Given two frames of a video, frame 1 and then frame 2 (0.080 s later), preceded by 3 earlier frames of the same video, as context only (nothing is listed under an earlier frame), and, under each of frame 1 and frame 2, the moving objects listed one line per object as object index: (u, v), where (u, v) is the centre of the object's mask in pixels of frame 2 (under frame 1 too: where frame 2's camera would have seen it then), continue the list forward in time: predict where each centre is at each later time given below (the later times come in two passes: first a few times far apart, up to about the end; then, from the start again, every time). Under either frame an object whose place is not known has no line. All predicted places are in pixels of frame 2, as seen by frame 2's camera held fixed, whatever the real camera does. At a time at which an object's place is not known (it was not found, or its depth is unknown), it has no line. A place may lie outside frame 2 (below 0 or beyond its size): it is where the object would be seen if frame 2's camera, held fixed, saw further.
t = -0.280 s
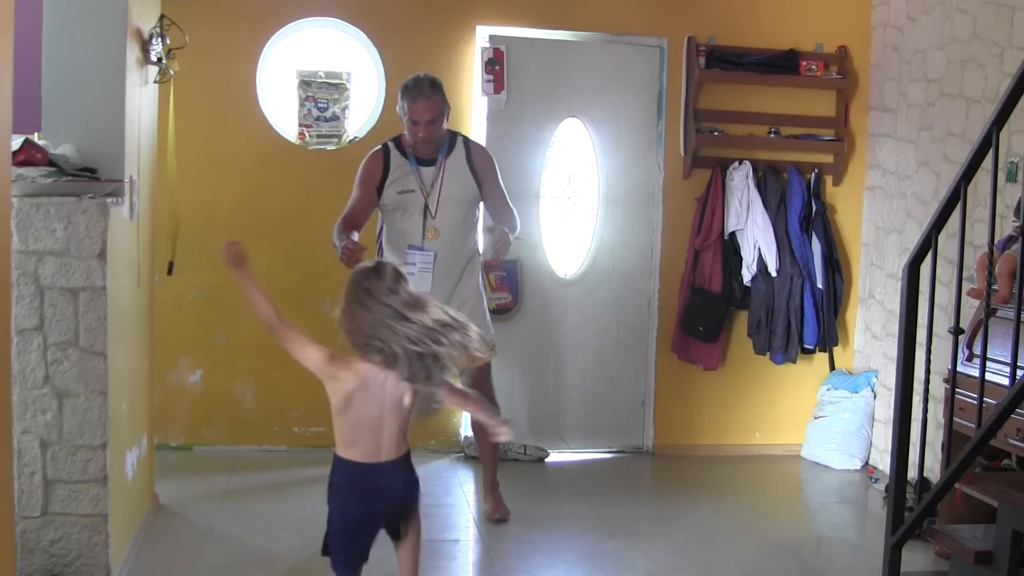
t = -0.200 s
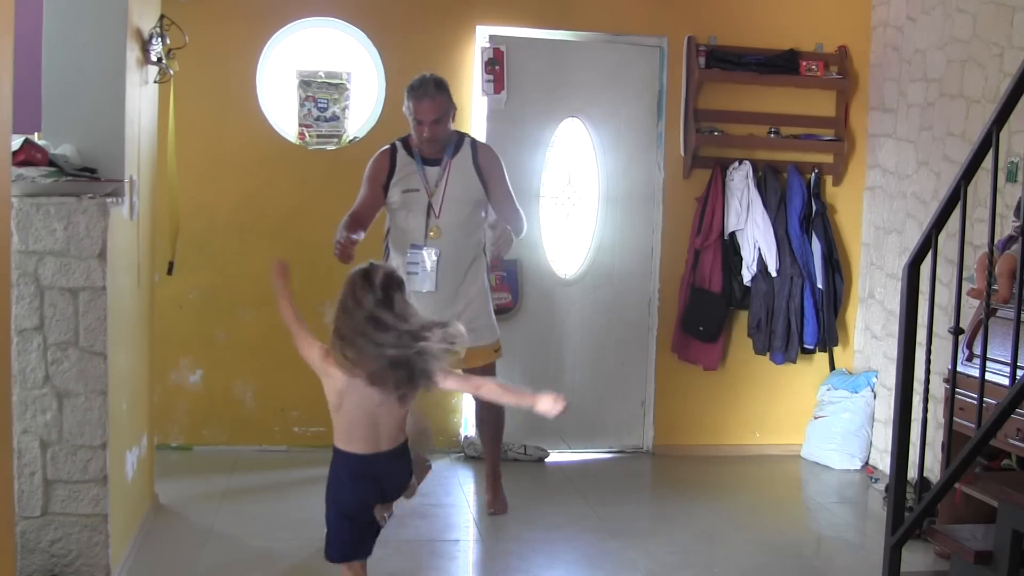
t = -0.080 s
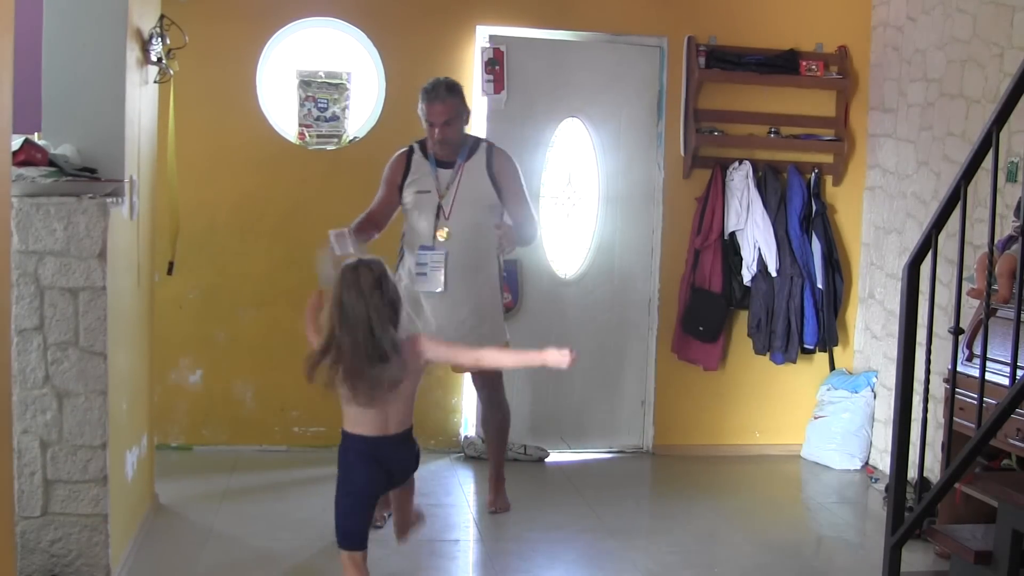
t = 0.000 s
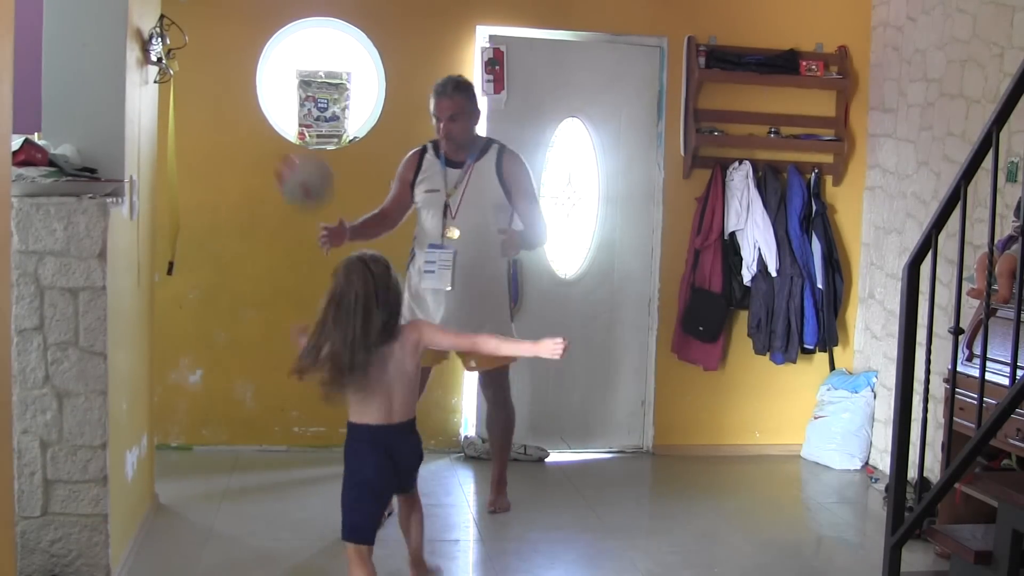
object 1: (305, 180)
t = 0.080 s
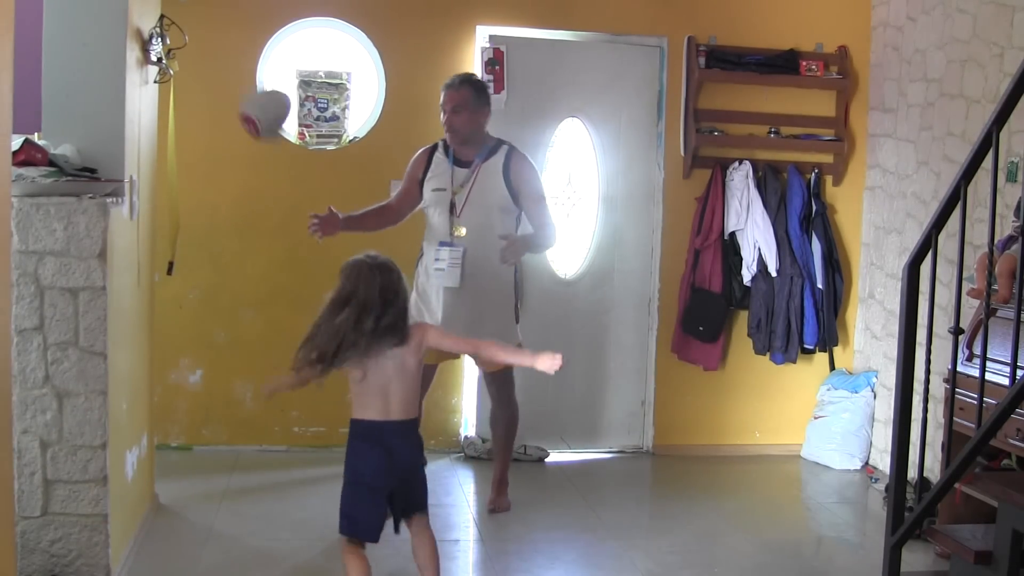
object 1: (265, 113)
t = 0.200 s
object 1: (212, 50)
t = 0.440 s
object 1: (197, 33)
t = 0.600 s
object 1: (246, 101)
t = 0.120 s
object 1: (246, 86)
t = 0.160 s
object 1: (230, 66)
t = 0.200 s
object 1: (212, 50)
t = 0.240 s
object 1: (194, 40)
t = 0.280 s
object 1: (176, 33)
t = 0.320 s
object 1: (161, 30)
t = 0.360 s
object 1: (171, 26)
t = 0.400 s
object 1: (184, 27)
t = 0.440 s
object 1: (197, 33)
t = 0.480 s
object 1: (209, 43)
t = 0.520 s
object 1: (222, 57)
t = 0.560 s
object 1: (234, 77)
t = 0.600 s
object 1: (246, 101)
